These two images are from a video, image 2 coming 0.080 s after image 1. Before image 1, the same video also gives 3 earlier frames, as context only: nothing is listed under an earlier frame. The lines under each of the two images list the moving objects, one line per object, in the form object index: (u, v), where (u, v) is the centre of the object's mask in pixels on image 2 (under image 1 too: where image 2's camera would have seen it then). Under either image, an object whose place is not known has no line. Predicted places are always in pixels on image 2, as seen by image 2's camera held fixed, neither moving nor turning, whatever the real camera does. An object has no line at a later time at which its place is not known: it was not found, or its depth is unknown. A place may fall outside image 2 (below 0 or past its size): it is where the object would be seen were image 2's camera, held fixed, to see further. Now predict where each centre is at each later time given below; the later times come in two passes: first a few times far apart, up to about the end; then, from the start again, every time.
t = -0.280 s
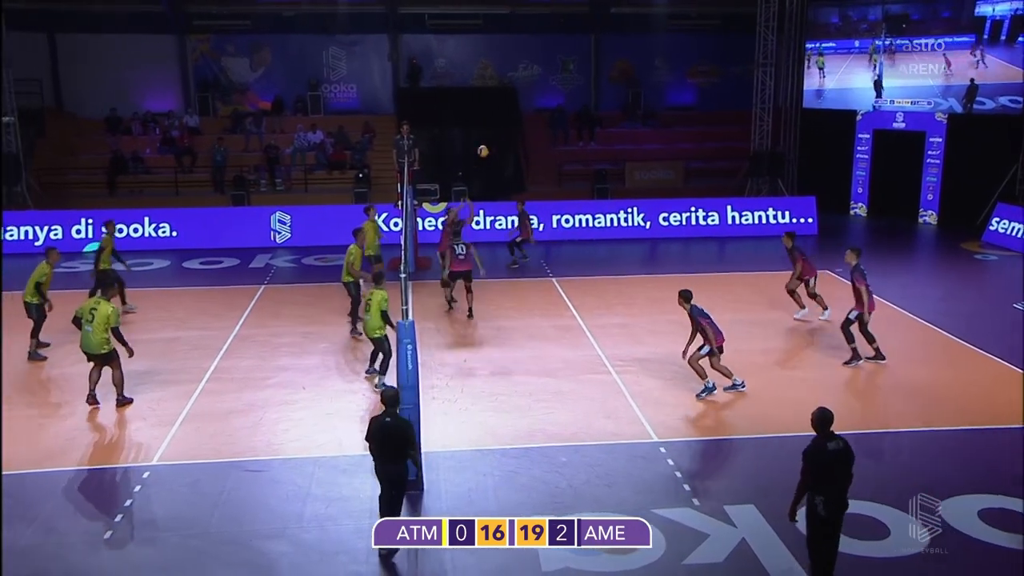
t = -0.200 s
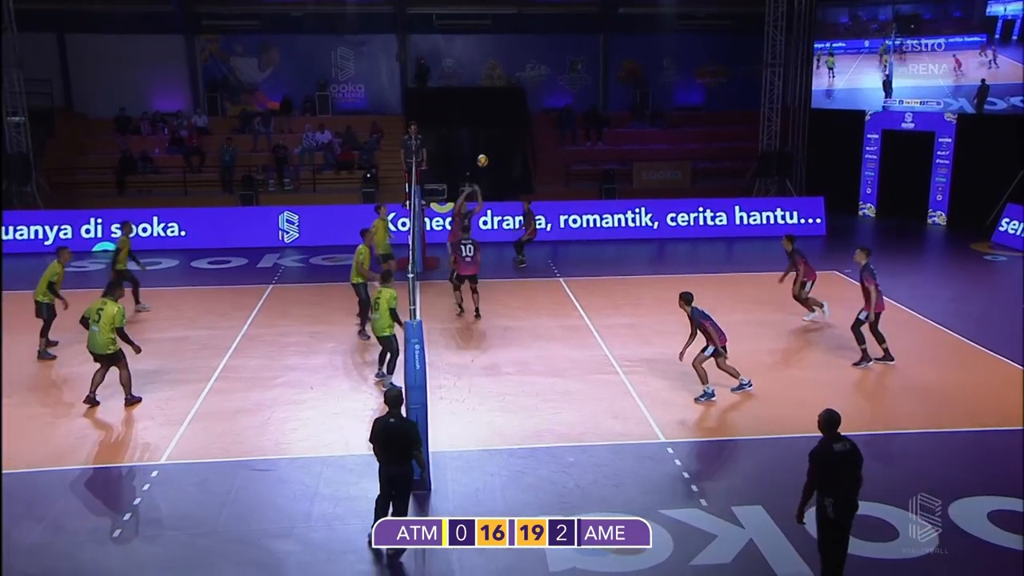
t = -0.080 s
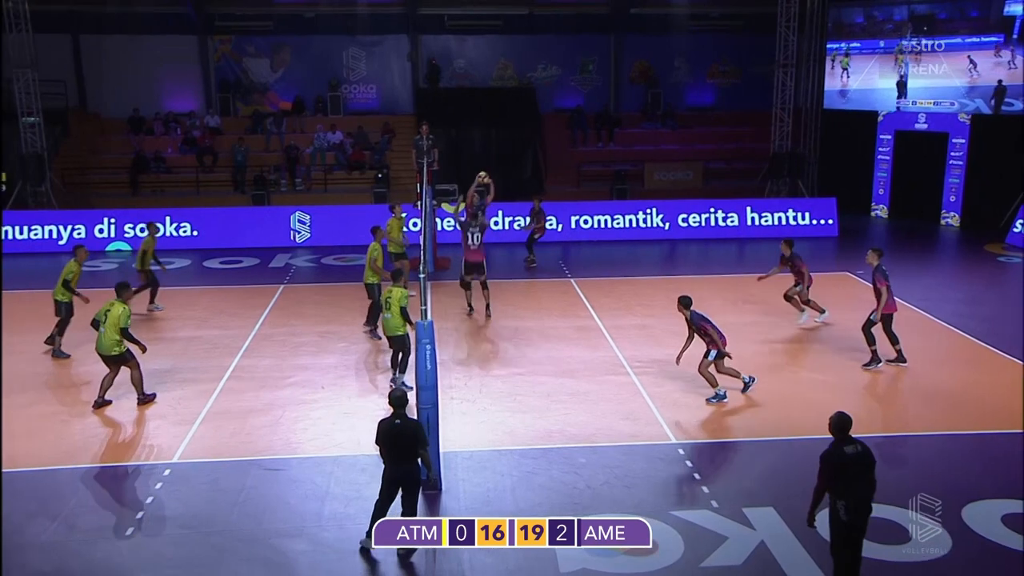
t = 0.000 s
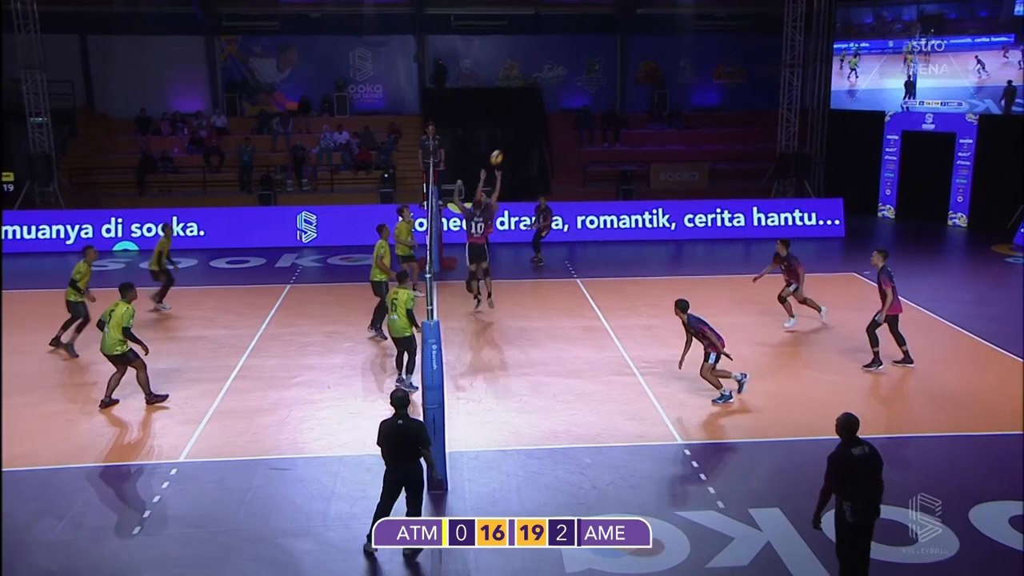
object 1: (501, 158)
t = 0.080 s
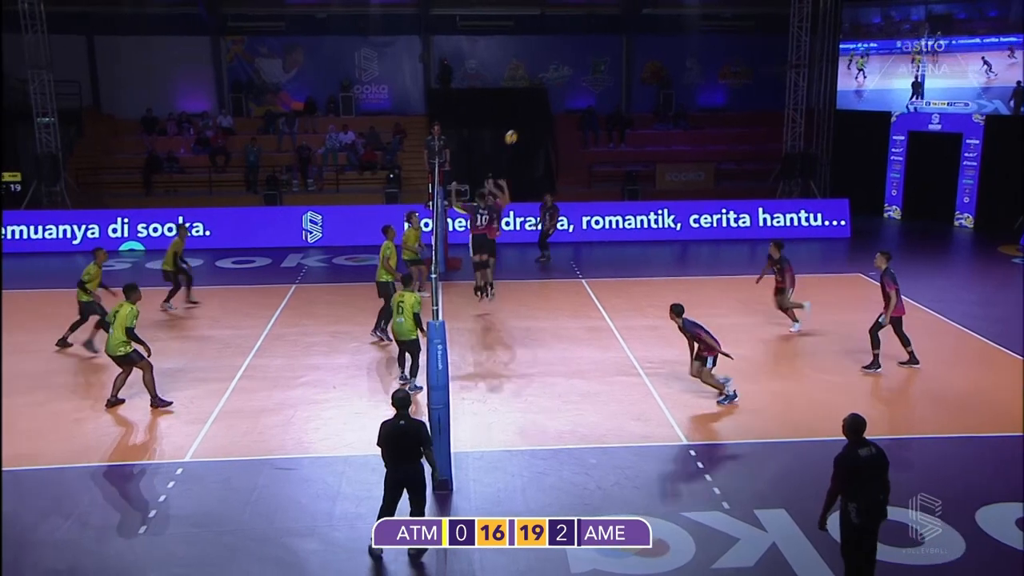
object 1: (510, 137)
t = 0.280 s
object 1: (535, 100)
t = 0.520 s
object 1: (566, 86)
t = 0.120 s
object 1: (515, 128)
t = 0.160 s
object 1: (520, 120)
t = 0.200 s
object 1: (525, 112)
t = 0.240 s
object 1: (530, 106)
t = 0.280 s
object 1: (535, 100)
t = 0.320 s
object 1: (540, 96)
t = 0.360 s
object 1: (545, 92)
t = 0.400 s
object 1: (551, 89)
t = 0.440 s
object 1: (556, 87)
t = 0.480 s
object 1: (561, 86)
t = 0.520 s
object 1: (566, 86)
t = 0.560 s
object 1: (572, 87)
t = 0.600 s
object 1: (577, 88)
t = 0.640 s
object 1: (583, 91)
